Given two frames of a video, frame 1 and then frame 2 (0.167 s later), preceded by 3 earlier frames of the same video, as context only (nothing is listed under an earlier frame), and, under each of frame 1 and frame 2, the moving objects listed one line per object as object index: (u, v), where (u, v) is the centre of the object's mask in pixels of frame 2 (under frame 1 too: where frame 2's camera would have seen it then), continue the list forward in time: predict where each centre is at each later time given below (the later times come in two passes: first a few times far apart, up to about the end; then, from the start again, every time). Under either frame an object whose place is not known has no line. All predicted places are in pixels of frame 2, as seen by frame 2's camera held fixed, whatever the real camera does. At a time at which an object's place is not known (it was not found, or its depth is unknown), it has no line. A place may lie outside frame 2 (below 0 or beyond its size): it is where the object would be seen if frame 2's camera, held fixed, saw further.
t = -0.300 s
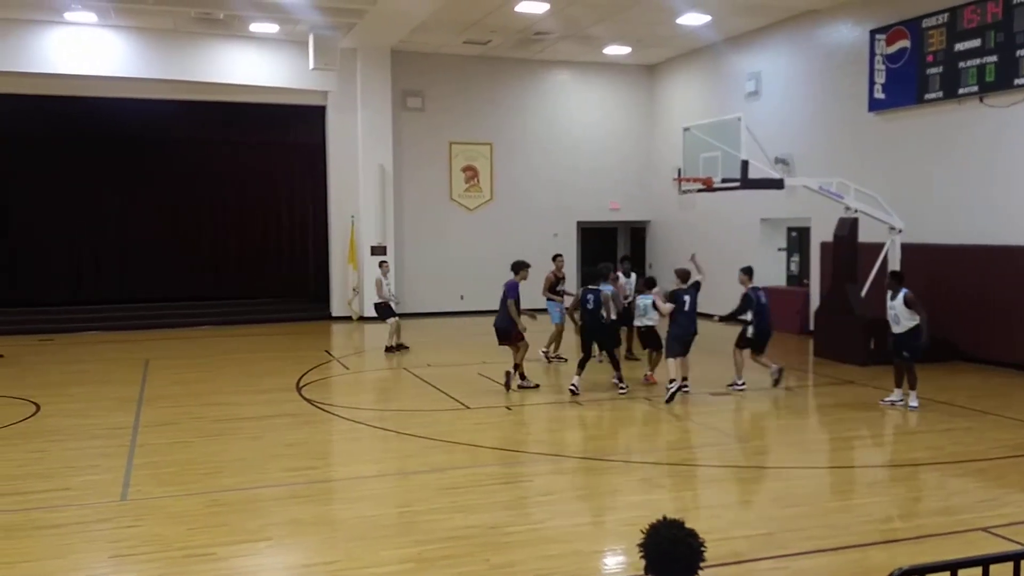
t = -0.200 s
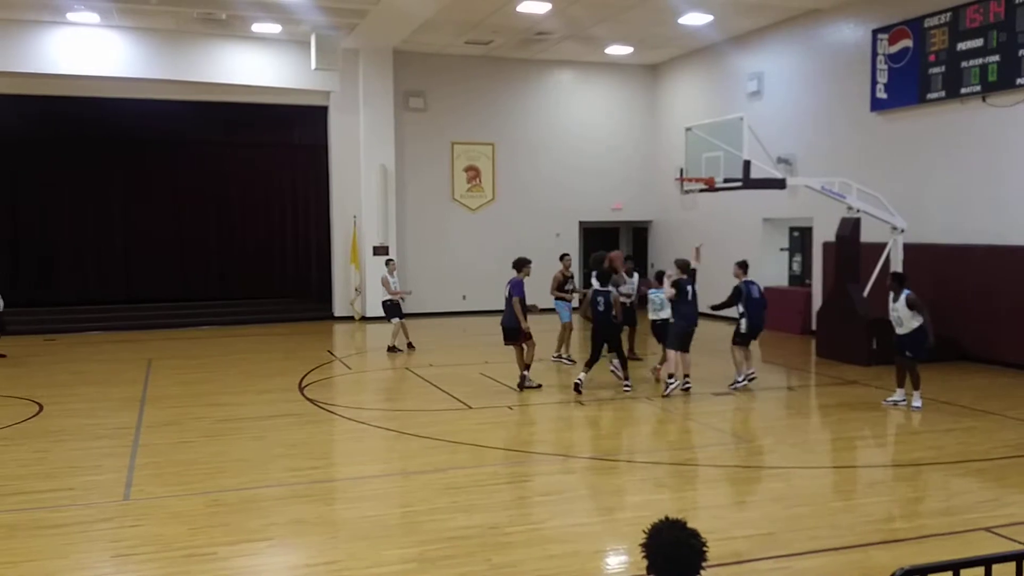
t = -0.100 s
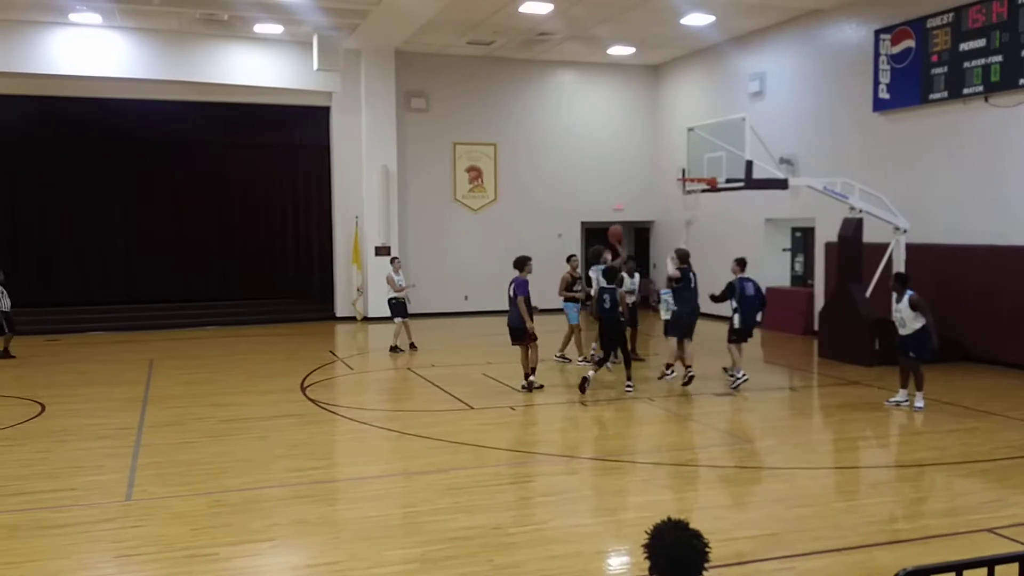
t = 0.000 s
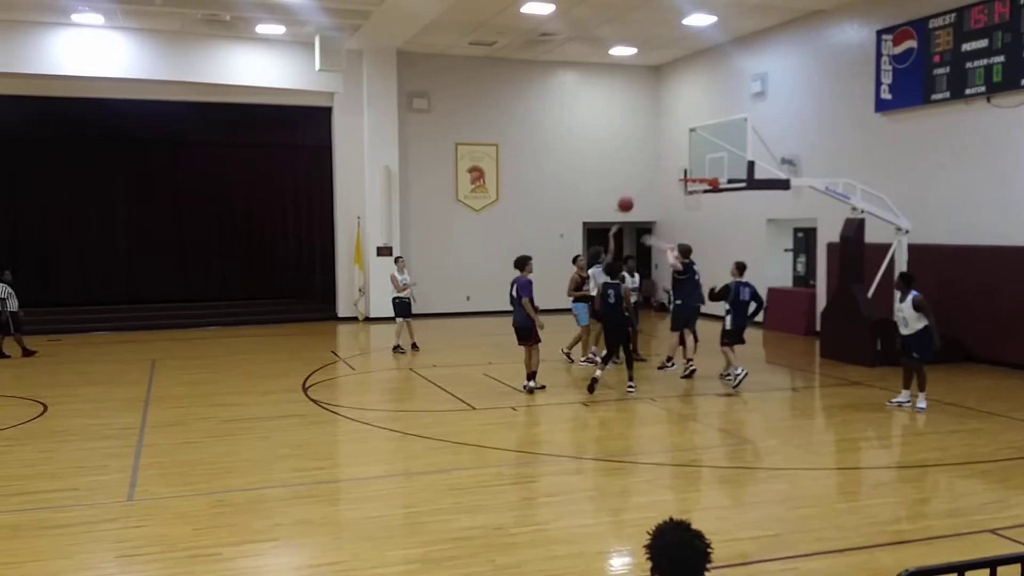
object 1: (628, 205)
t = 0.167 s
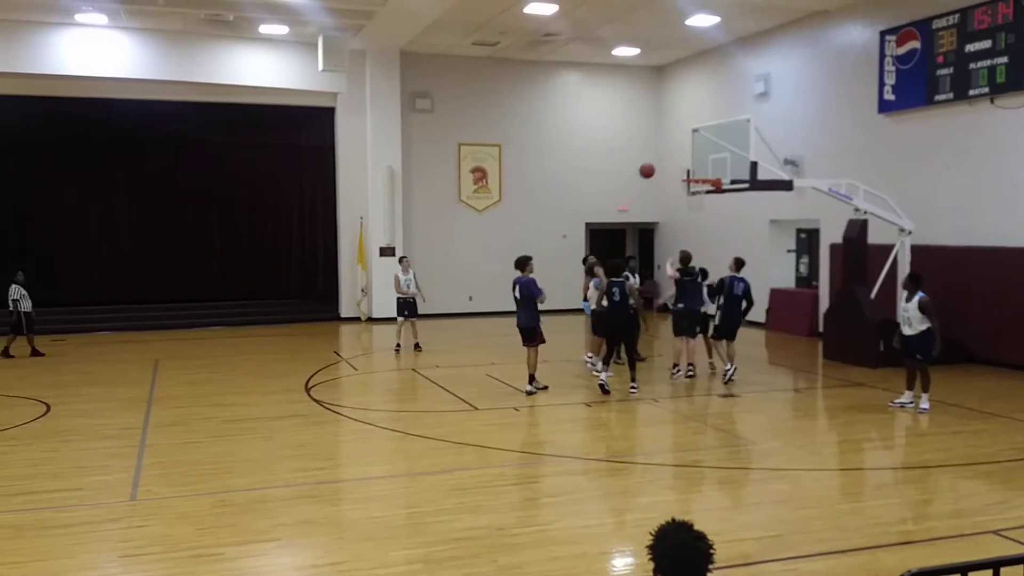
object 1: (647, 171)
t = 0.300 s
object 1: (661, 157)
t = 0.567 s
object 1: (689, 163)
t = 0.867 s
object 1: (692, 192)
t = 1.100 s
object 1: (690, 202)
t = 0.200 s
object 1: (651, 166)
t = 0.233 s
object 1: (654, 162)
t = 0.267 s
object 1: (658, 159)
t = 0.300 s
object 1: (661, 157)
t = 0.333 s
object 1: (665, 155)
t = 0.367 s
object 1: (668, 154)
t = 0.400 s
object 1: (672, 154)
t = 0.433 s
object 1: (676, 154)
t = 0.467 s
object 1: (679, 155)
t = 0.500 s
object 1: (682, 157)
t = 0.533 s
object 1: (686, 160)
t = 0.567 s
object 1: (689, 163)
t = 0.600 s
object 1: (693, 167)
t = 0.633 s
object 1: (695, 172)
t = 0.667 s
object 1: (700, 175)
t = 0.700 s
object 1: (699, 180)
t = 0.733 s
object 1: (697, 186)
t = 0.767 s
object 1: (696, 188)
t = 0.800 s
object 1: (693, 191)
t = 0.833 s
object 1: (692, 192)
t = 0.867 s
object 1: (692, 192)
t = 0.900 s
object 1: (691, 191)
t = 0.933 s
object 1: (691, 192)
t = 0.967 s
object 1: (691, 192)
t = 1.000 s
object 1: (691, 194)
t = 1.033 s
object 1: (691, 196)
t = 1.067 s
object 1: (691, 199)
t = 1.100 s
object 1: (690, 202)
